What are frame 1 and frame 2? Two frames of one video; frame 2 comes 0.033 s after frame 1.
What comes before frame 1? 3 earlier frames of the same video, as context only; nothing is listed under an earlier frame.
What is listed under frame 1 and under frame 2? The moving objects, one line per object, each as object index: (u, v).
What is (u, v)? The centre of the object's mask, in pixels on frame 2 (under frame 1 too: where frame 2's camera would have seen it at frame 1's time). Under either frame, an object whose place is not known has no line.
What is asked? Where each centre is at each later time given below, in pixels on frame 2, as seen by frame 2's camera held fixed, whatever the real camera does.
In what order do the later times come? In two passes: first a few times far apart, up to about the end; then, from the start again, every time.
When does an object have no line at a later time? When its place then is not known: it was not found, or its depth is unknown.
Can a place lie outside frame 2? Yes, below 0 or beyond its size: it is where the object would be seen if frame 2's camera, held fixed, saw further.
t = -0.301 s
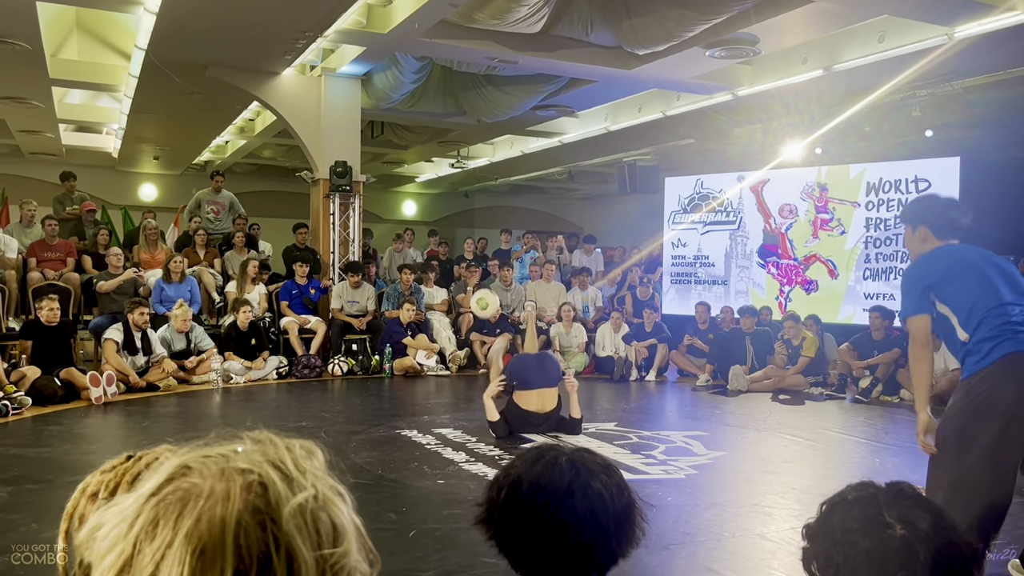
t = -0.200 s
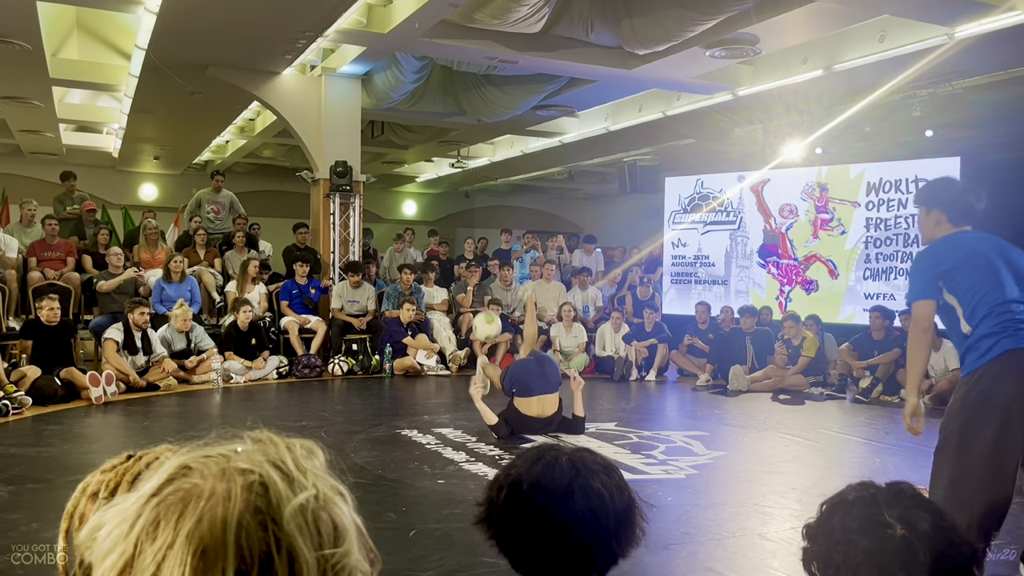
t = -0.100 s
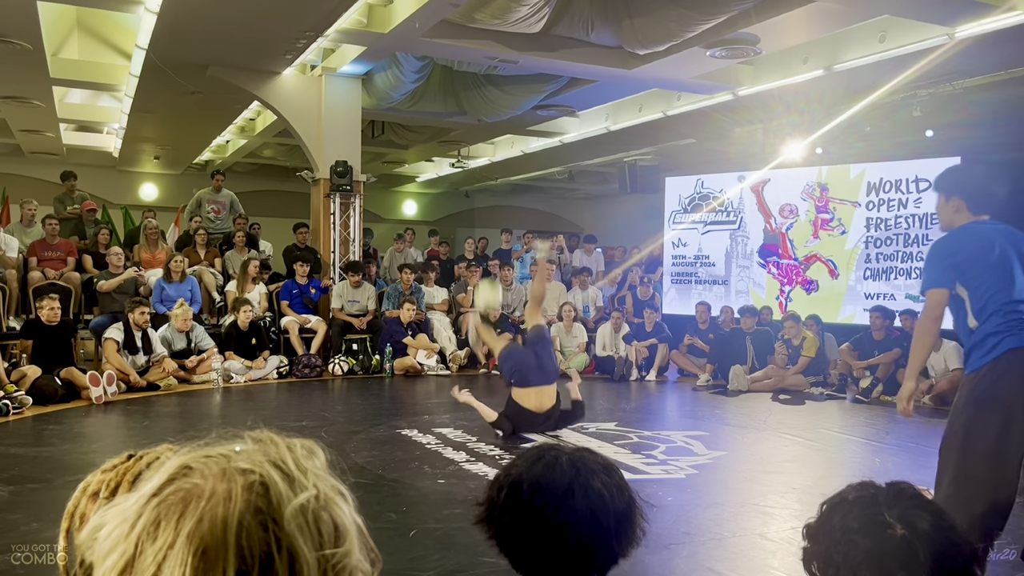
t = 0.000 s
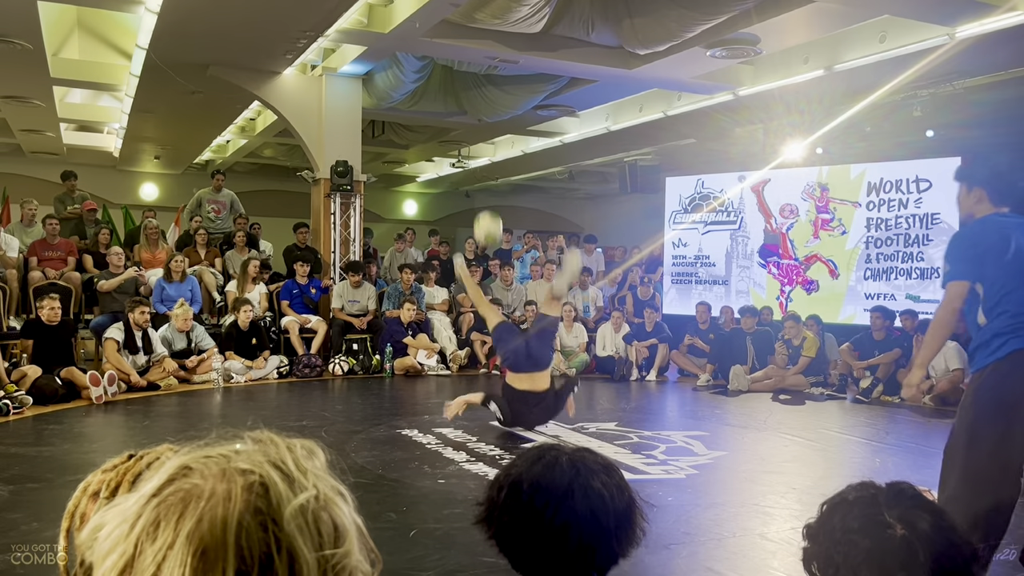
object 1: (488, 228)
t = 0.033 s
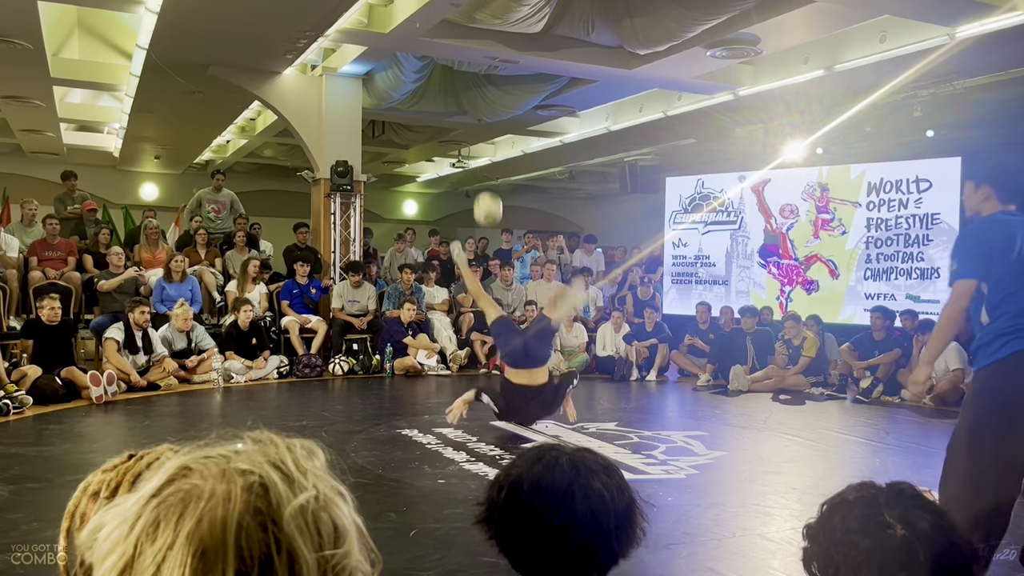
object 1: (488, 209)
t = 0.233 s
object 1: (484, 123)
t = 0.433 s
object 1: (480, 90)
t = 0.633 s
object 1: (474, 109)
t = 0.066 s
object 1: (487, 191)
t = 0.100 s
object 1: (487, 177)
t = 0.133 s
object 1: (487, 161)
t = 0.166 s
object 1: (485, 143)
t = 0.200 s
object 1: (485, 132)
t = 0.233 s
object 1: (484, 123)
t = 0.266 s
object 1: (484, 113)
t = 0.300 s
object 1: (483, 106)
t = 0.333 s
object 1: (482, 100)
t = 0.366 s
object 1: (481, 95)
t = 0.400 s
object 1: (481, 92)
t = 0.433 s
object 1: (480, 90)
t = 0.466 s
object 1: (479, 90)
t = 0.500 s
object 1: (478, 91)
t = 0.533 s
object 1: (477, 93)
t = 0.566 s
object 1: (476, 97)
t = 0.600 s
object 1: (475, 103)
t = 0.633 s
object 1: (474, 109)
